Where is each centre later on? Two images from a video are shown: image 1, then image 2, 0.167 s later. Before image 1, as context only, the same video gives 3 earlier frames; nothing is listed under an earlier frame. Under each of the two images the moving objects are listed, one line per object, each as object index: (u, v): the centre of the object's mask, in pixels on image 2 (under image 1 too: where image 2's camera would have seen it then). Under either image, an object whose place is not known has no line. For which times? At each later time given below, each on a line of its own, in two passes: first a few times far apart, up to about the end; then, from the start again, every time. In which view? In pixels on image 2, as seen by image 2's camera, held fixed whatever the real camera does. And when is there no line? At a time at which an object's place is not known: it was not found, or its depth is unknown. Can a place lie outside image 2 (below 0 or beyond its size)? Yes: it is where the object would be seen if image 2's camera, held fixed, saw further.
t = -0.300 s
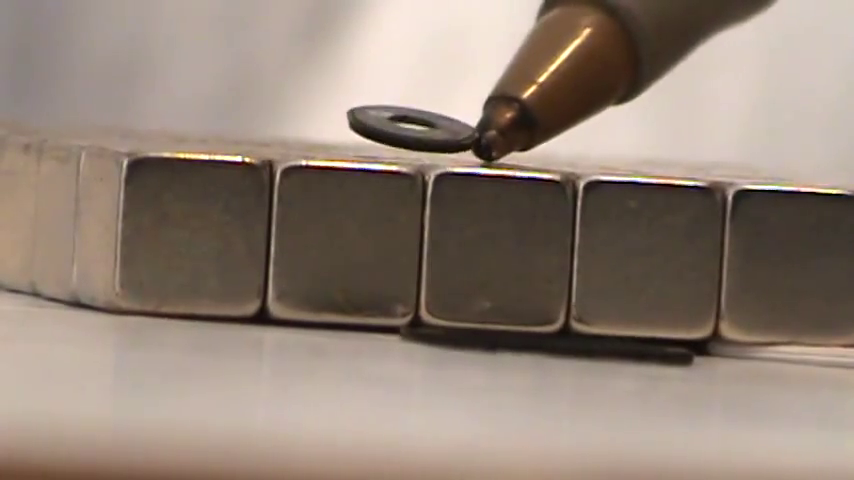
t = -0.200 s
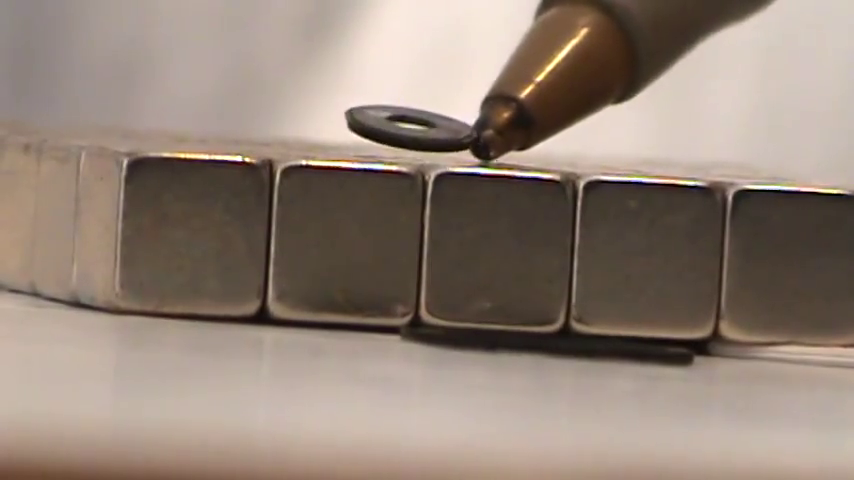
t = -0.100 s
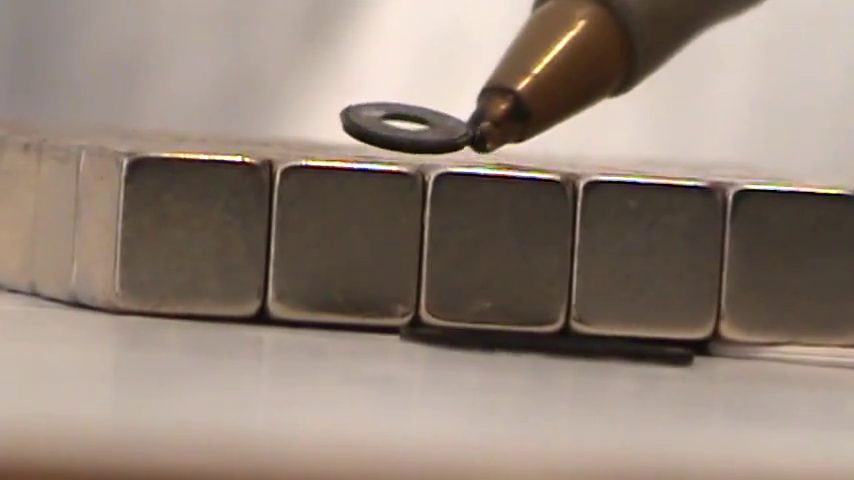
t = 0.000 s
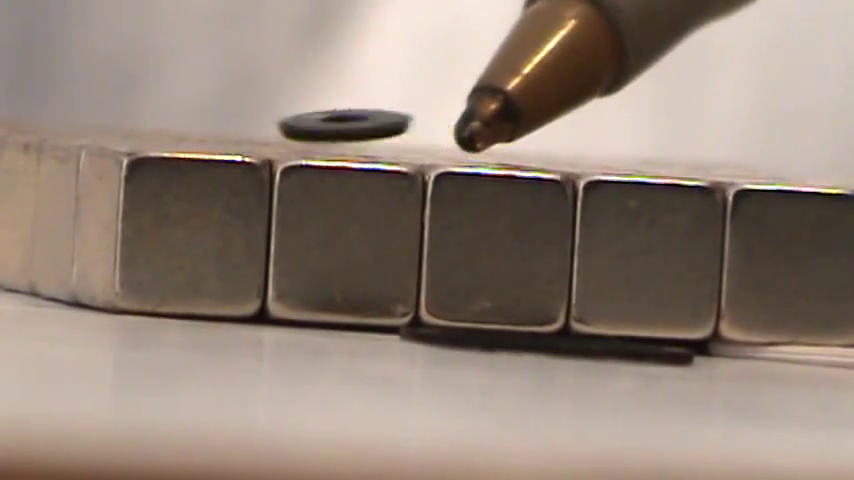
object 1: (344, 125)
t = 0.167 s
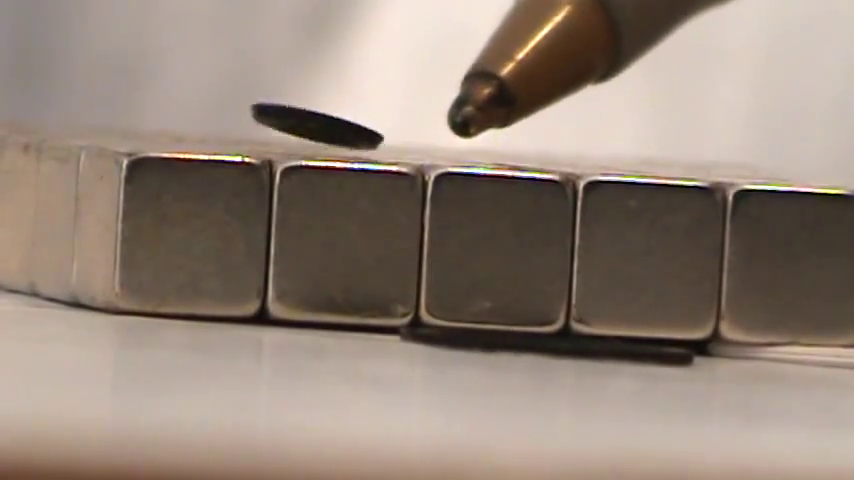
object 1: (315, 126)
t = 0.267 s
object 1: (342, 127)
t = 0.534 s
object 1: (328, 125)
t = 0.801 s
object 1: (323, 125)
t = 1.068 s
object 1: (330, 126)
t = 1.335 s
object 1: (339, 128)
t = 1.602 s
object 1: (342, 129)
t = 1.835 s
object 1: (343, 129)
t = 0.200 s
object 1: (310, 122)
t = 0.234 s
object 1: (320, 130)
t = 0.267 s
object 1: (342, 127)
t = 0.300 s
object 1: (364, 125)
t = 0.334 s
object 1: (371, 129)
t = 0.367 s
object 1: (361, 127)
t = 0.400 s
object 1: (354, 125)
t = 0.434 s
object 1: (358, 129)
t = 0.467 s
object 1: (353, 128)
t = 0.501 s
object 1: (342, 128)
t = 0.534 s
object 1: (328, 125)
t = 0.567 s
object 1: (317, 127)
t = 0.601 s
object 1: (320, 127)
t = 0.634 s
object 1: (334, 127)
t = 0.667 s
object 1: (350, 127)
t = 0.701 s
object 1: (363, 129)
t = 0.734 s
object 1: (356, 129)
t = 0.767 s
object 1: (340, 126)
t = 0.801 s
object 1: (323, 125)
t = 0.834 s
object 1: (311, 127)
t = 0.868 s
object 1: (311, 126)
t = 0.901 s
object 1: (326, 125)
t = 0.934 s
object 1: (344, 129)
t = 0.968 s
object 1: (361, 128)
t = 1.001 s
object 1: (359, 129)
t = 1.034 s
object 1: (347, 127)
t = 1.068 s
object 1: (330, 126)
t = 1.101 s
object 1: (318, 128)
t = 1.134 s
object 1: (322, 124)
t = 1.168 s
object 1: (337, 127)
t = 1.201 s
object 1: (351, 129)
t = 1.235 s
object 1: (360, 128)
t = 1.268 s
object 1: (357, 128)
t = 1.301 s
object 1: (347, 126)
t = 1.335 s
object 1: (339, 128)
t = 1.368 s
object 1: (338, 128)
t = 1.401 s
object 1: (336, 126)
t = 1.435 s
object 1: (334, 128)
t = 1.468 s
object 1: (327, 128)
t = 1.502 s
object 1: (321, 124)
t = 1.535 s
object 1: (324, 127)
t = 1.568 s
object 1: (334, 127)
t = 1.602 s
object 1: (342, 129)
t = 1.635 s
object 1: (349, 128)
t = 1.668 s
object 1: (349, 126)
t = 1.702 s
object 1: (346, 128)
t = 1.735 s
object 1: (342, 127)
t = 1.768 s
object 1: (341, 127)
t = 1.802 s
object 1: (341, 127)
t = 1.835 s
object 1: (343, 129)
